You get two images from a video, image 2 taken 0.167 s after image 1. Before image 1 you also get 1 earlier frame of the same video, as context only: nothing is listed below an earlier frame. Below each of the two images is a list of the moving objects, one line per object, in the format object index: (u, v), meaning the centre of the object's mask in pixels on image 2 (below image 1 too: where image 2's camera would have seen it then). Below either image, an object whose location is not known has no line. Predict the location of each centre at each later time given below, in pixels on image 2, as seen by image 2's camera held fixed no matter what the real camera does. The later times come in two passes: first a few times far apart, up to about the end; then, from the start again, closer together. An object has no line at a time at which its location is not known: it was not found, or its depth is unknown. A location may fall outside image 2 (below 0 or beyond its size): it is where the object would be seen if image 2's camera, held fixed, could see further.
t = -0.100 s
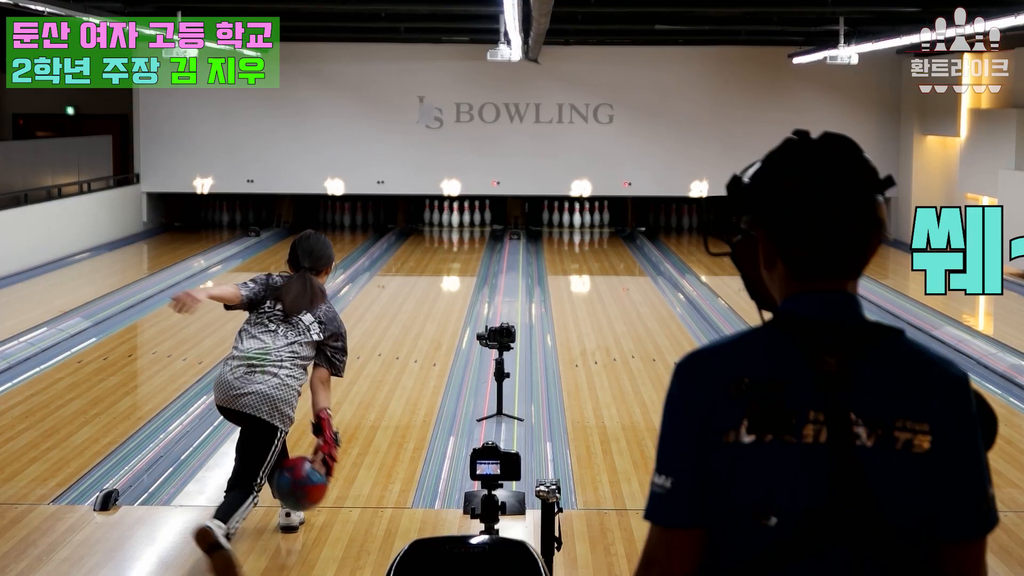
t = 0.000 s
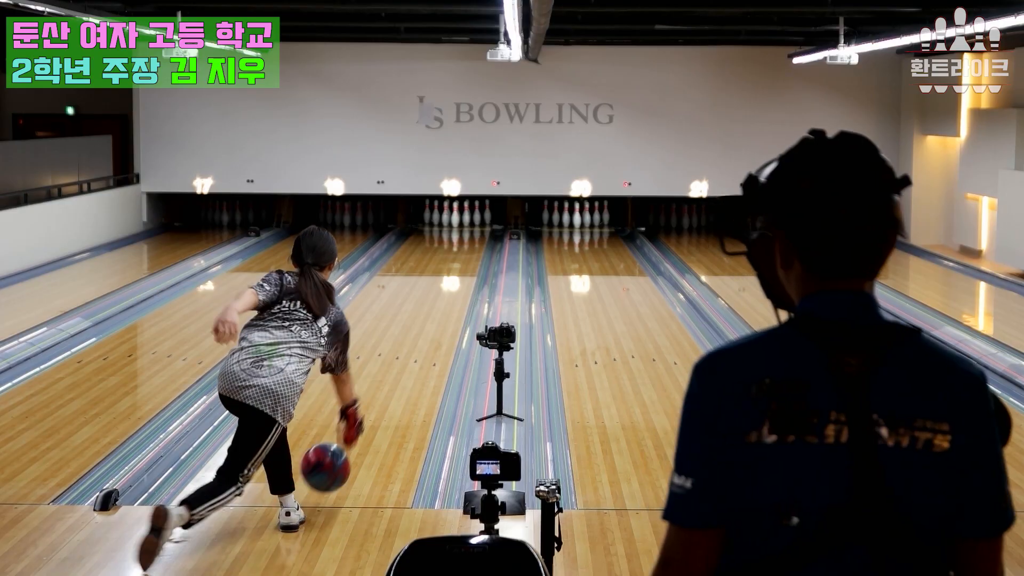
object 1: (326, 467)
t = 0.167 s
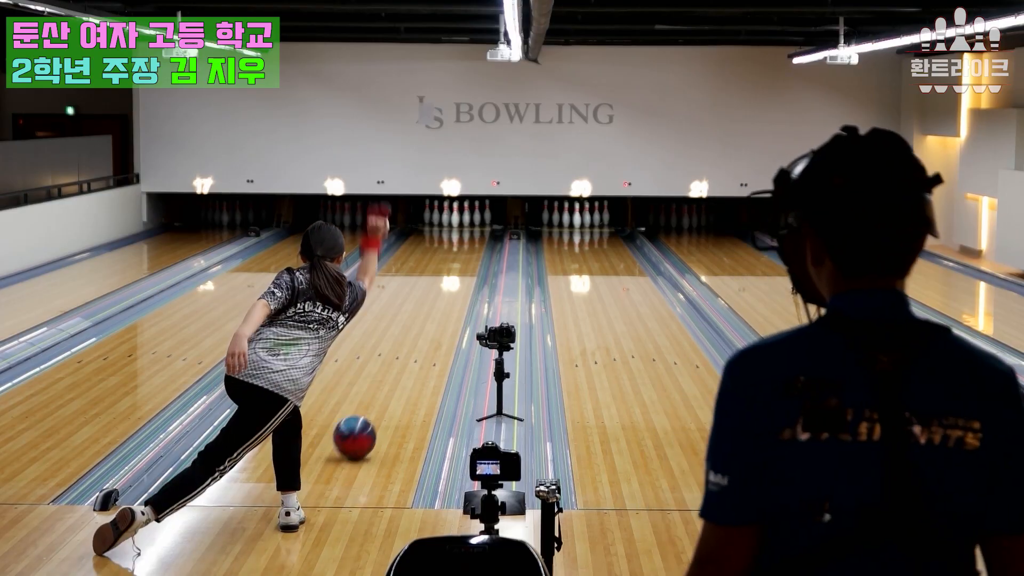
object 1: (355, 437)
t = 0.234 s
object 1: (364, 422)
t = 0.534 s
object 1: (397, 364)
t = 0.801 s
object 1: (416, 329)
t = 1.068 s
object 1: (431, 302)
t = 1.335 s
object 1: (442, 281)
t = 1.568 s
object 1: (449, 266)
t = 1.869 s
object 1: (457, 251)
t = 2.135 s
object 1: (461, 240)
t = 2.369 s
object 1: (463, 232)
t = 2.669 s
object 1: (462, 224)
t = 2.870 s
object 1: (459, 220)
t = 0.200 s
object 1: (359, 430)
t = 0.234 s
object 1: (364, 422)
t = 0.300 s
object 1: (372, 407)
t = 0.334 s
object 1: (376, 400)
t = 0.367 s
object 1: (380, 393)
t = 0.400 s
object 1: (384, 387)
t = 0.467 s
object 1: (390, 375)
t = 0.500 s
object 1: (394, 370)
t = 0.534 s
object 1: (397, 364)
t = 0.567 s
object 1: (399, 359)
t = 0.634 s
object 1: (405, 350)
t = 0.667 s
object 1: (407, 345)
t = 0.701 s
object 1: (409, 341)
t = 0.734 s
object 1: (412, 337)
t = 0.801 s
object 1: (416, 329)
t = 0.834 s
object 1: (418, 325)
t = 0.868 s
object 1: (420, 321)
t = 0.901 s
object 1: (422, 318)
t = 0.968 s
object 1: (426, 311)
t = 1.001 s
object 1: (428, 308)
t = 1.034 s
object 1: (429, 305)
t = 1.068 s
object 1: (431, 302)
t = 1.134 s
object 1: (434, 296)
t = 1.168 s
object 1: (435, 294)
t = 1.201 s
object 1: (437, 291)
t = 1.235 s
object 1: (438, 289)
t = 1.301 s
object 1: (441, 284)
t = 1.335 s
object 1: (442, 281)
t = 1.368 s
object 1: (443, 279)
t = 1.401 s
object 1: (444, 277)
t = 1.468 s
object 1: (446, 272)
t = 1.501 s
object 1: (448, 270)
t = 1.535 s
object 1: (448, 268)
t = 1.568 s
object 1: (449, 266)
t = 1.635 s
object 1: (451, 263)
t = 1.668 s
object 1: (452, 261)
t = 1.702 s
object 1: (453, 259)
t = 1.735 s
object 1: (454, 258)
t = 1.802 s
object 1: (456, 254)
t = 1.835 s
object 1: (456, 253)
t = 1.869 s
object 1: (457, 251)
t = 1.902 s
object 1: (458, 250)
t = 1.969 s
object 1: (459, 247)
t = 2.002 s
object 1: (460, 245)
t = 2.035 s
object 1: (460, 244)
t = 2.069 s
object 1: (461, 243)
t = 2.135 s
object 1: (461, 240)
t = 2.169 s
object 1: (462, 239)
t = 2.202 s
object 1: (462, 238)
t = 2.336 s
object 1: (463, 233)
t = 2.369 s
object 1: (463, 232)
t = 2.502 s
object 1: (463, 229)
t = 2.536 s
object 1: (463, 227)
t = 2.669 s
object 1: (462, 224)
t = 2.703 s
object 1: (461, 223)
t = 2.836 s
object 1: (459, 221)
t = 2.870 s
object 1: (459, 220)
